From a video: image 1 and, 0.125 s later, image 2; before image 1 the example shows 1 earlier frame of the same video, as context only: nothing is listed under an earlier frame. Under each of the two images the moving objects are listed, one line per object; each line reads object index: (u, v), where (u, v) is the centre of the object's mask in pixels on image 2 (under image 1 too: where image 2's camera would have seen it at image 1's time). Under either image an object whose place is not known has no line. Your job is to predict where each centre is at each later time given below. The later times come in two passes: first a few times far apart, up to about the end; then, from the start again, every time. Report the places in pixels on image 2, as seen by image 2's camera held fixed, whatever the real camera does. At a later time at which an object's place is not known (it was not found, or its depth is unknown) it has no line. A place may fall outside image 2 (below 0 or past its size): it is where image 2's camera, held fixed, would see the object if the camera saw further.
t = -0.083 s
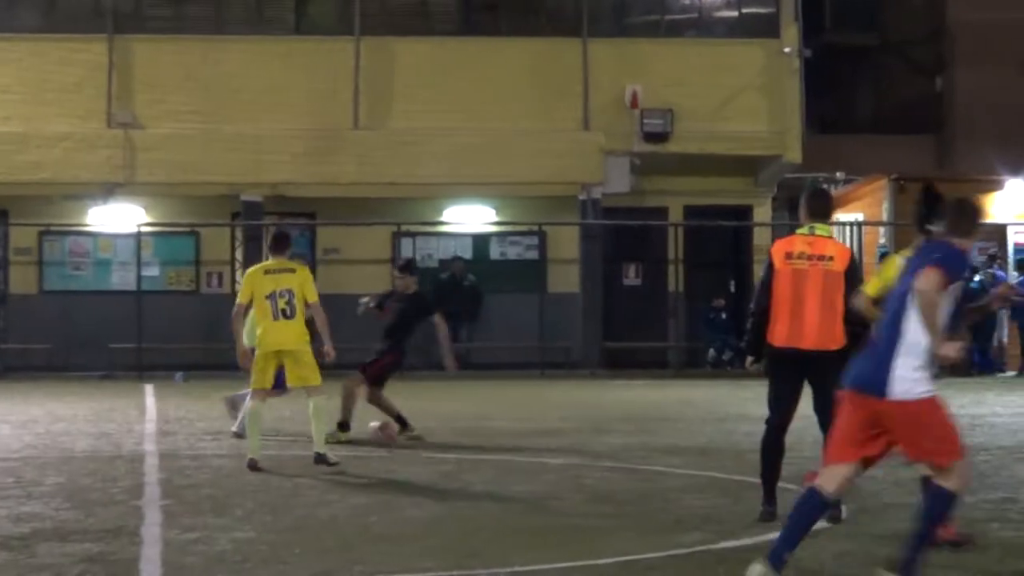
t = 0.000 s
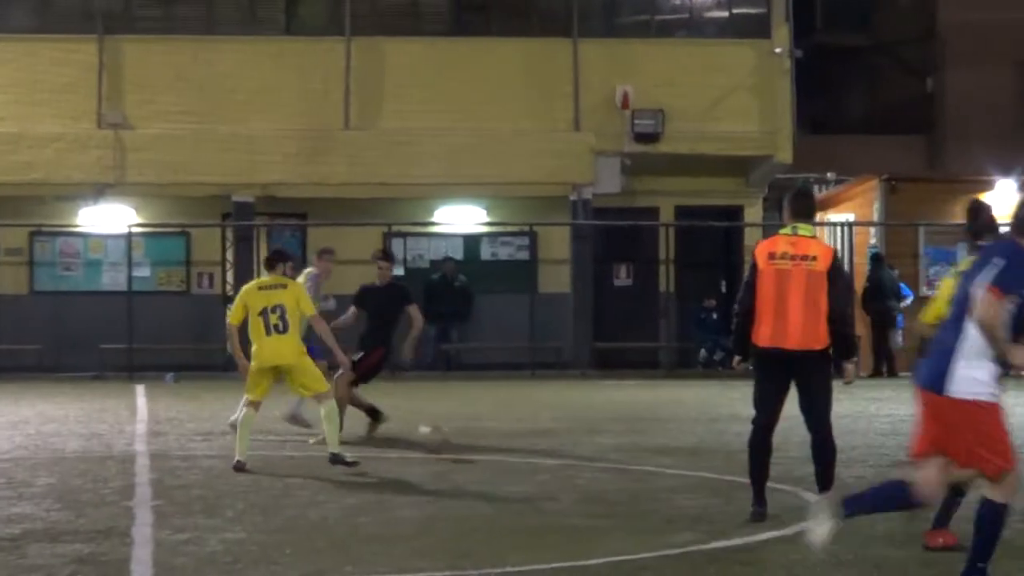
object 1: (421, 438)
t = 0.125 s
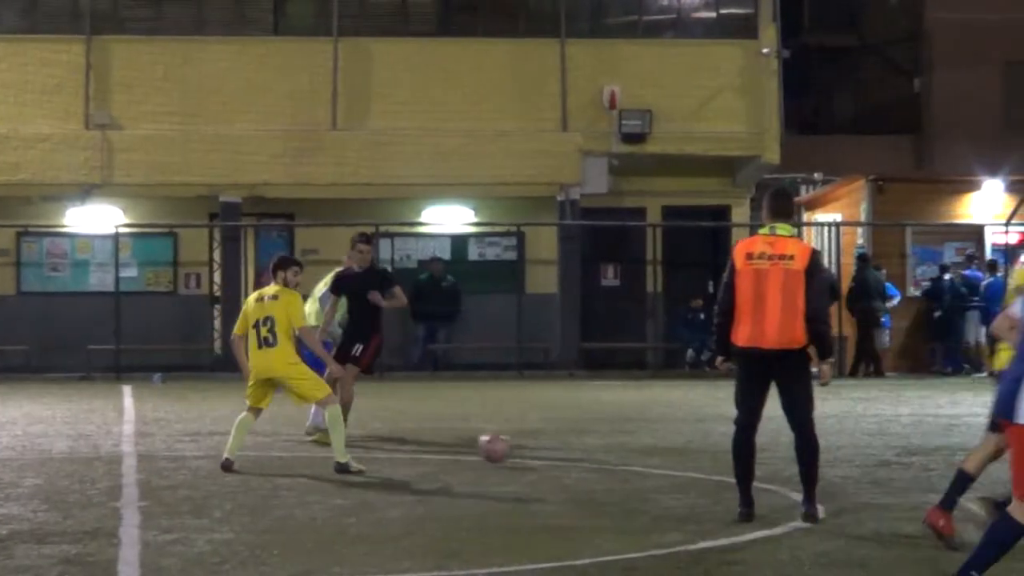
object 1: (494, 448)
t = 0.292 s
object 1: (586, 452)
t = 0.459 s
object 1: (686, 465)
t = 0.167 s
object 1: (518, 450)
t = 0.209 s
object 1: (542, 455)
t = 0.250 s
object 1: (565, 452)
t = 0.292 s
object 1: (586, 452)
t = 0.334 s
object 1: (609, 455)
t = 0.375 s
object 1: (632, 460)
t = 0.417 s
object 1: (654, 462)
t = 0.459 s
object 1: (686, 465)
